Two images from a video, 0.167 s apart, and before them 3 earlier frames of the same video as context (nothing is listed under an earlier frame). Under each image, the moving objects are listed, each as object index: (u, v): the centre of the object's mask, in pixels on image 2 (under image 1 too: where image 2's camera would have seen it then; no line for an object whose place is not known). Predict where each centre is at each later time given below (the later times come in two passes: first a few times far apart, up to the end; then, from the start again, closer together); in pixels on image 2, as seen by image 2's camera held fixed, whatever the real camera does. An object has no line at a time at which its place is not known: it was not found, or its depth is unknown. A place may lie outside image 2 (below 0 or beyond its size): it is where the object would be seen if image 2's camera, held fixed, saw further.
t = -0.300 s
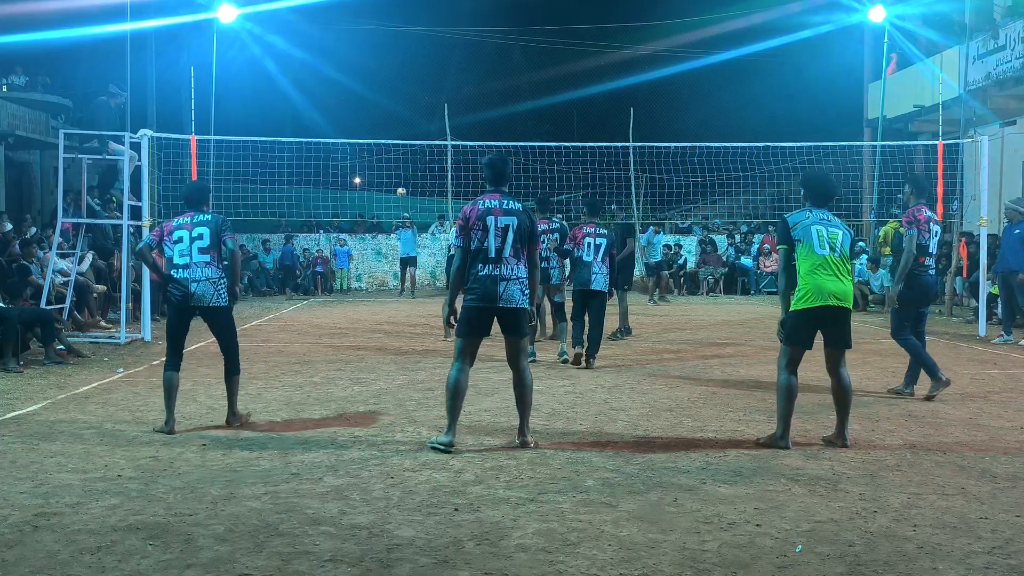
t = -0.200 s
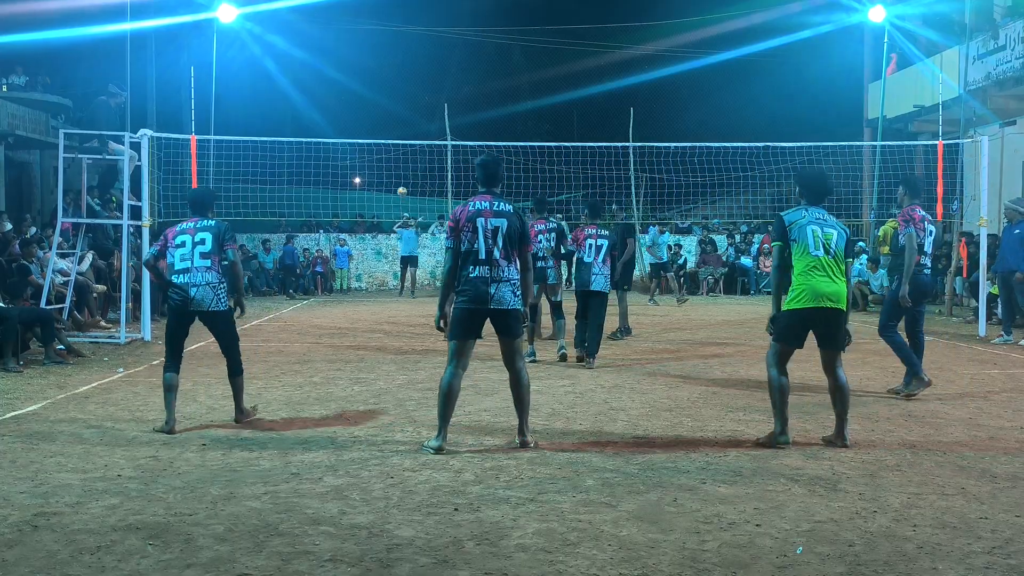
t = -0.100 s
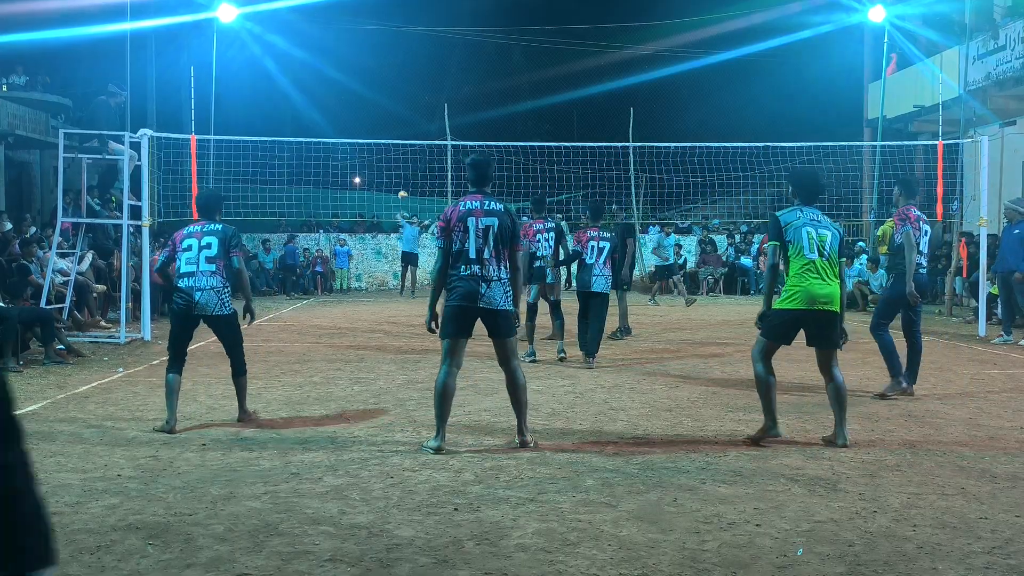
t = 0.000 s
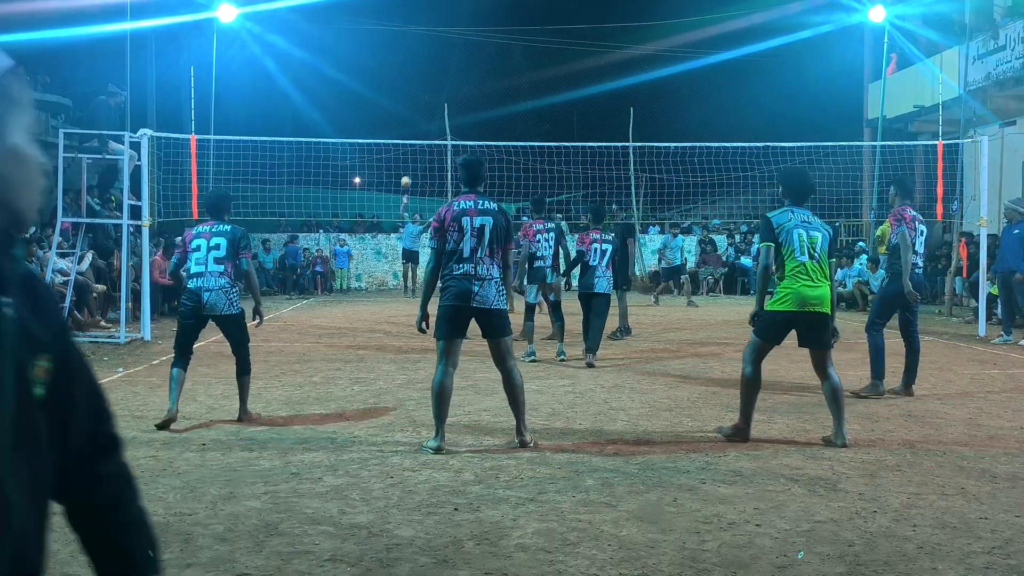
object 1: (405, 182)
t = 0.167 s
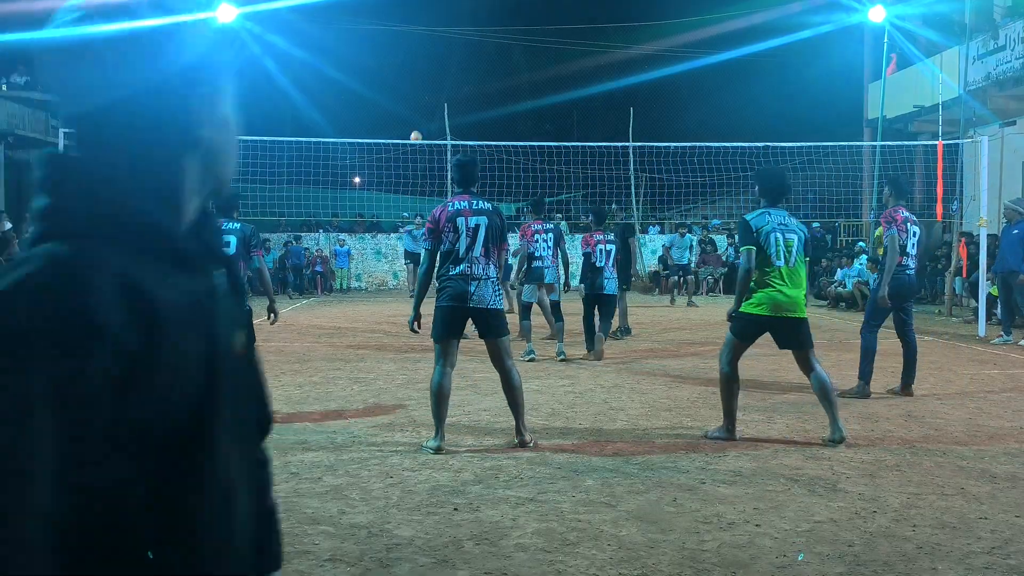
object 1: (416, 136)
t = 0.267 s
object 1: (424, 113)
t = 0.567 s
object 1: (454, 53)
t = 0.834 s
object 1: (489, 33)
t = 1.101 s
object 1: (545, 77)
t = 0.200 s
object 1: (418, 129)
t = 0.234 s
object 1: (421, 121)
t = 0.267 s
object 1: (424, 113)
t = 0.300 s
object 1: (427, 105)
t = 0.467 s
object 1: (443, 70)
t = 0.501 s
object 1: (447, 64)
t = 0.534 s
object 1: (450, 59)
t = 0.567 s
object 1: (454, 53)
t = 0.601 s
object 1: (457, 49)
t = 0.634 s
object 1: (461, 44)
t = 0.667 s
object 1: (465, 41)
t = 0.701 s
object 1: (469, 38)
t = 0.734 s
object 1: (473, 35)
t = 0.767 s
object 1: (478, 33)
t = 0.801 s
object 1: (483, 33)
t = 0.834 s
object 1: (489, 33)
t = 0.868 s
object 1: (495, 34)
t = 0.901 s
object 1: (501, 36)
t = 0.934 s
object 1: (507, 39)
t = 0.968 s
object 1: (514, 43)
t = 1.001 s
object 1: (521, 49)
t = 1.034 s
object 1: (528, 57)
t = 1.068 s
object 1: (536, 66)
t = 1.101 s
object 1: (545, 77)
